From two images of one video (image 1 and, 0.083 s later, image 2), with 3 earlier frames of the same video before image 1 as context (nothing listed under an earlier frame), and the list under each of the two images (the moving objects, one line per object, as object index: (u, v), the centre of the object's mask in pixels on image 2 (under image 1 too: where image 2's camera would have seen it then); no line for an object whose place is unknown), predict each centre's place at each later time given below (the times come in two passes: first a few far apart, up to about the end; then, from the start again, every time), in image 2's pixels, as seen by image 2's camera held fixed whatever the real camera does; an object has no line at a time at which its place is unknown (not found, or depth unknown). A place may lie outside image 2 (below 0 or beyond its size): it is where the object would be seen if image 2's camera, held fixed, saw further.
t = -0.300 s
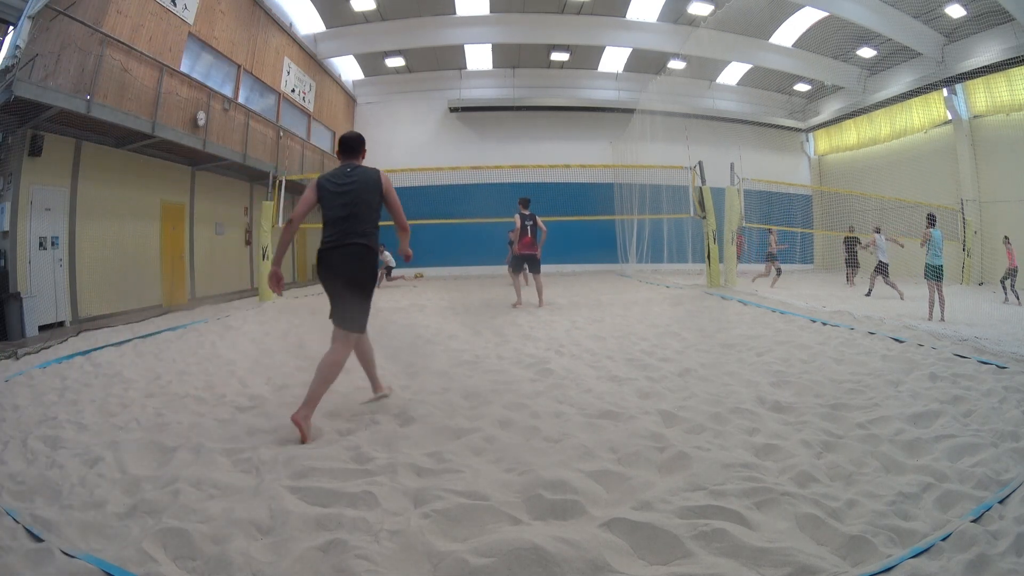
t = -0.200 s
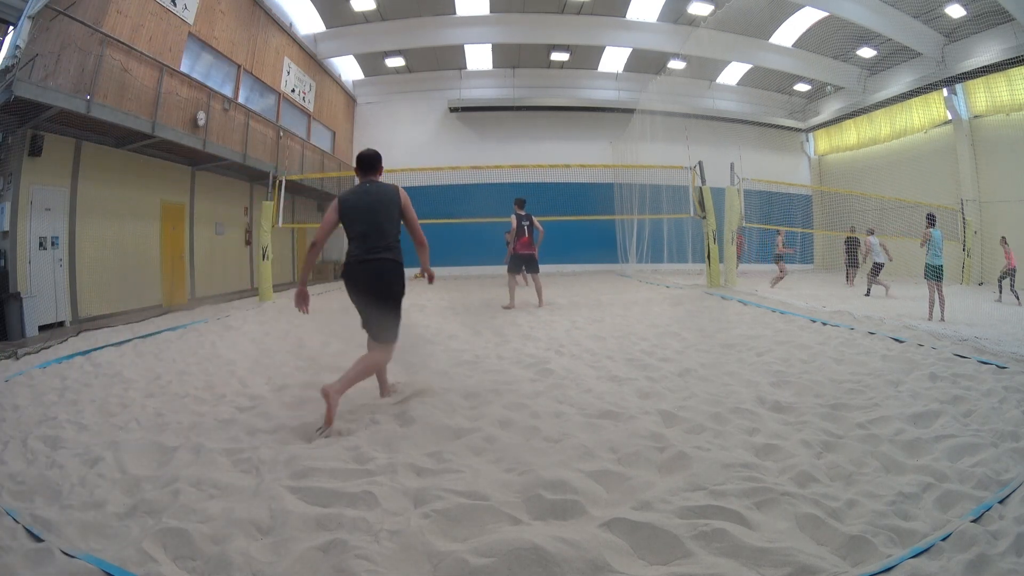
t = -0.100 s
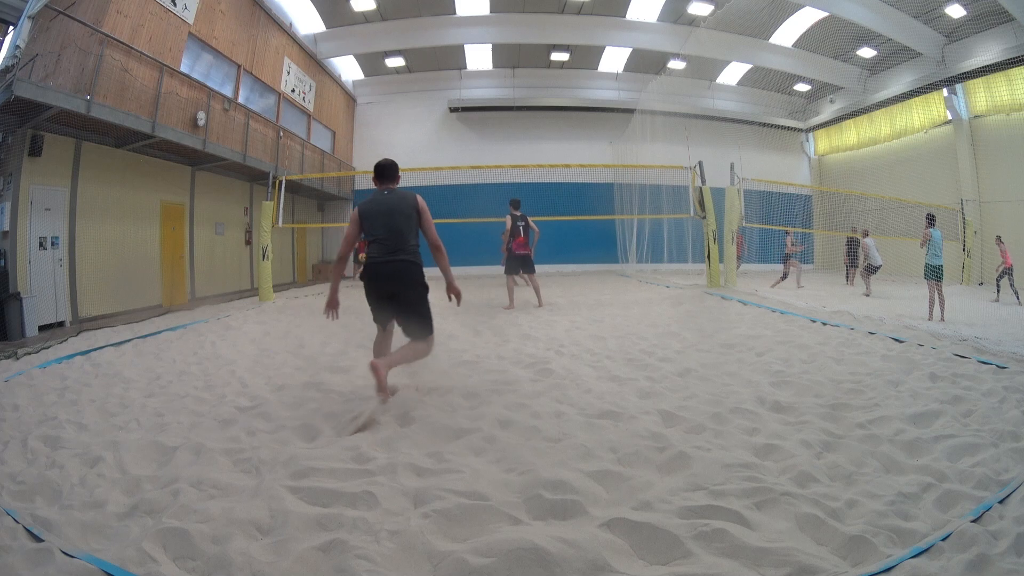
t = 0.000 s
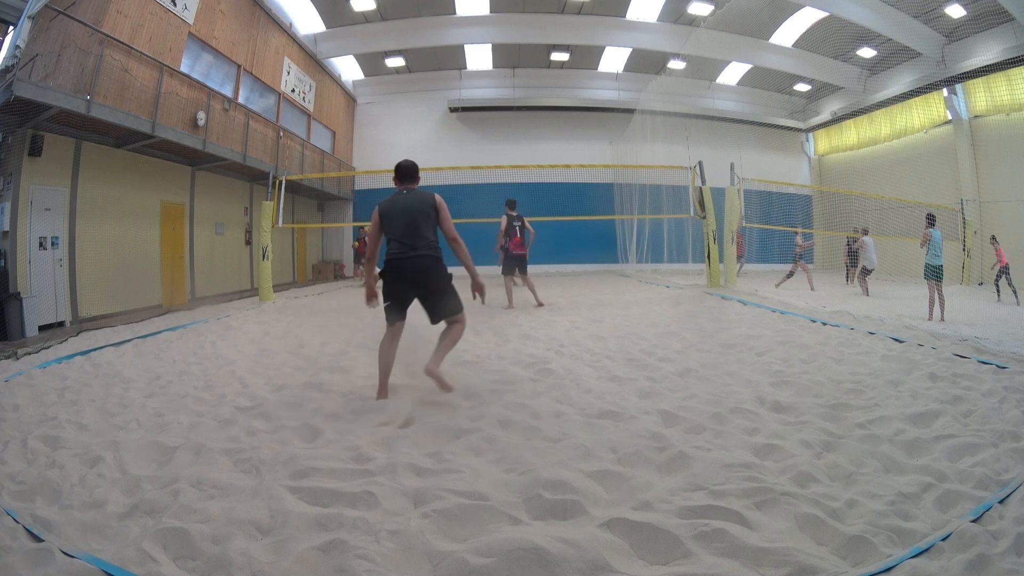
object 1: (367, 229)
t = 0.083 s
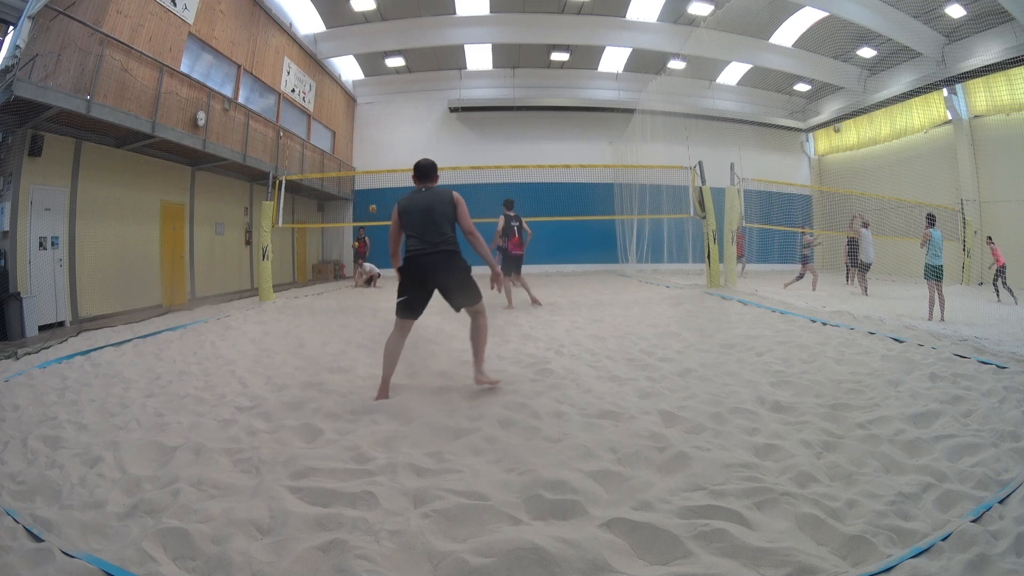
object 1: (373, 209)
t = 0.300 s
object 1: (388, 165)
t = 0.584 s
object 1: (411, 132)
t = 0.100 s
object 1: (374, 204)
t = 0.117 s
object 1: (375, 200)
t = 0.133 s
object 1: (376, 197)
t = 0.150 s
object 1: (377, 193)
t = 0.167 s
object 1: (379, 190)
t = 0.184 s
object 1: (379, 187)
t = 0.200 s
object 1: (380, 183)
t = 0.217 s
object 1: (381, 180)
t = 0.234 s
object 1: (382, 177)
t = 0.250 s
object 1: (384, 175)
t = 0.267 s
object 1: (385, 171)
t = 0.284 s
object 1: (387, 167)
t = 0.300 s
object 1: (388, 165)
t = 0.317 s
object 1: (389, 162)
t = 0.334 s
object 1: (390, 160)
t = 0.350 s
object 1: (392, 157)
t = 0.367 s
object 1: (393, 155)
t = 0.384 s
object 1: (394, 152)
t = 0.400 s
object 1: (396, 150)
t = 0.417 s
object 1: (397, 148)
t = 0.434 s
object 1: (398, 146)
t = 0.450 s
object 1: (400, 144)
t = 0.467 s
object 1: (401, 142)
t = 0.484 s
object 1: (403, 141)
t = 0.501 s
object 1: (404, 139)
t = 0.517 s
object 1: (405, 137)
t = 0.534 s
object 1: (407, 136)
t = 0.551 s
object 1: (408, 135)
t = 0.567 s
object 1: (410, 133)
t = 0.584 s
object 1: (411, 132)
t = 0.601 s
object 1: (413, 131)
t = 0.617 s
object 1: (414, 130)
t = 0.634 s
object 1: (415, 129)
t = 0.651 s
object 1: (417, 128)
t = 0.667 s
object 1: (418, 128)
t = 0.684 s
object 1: (420, 127)
